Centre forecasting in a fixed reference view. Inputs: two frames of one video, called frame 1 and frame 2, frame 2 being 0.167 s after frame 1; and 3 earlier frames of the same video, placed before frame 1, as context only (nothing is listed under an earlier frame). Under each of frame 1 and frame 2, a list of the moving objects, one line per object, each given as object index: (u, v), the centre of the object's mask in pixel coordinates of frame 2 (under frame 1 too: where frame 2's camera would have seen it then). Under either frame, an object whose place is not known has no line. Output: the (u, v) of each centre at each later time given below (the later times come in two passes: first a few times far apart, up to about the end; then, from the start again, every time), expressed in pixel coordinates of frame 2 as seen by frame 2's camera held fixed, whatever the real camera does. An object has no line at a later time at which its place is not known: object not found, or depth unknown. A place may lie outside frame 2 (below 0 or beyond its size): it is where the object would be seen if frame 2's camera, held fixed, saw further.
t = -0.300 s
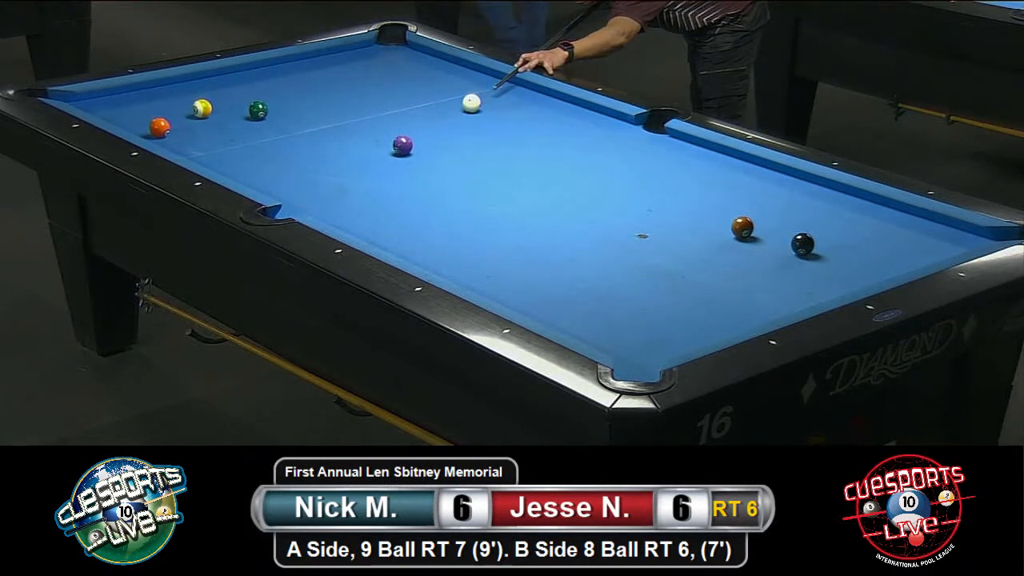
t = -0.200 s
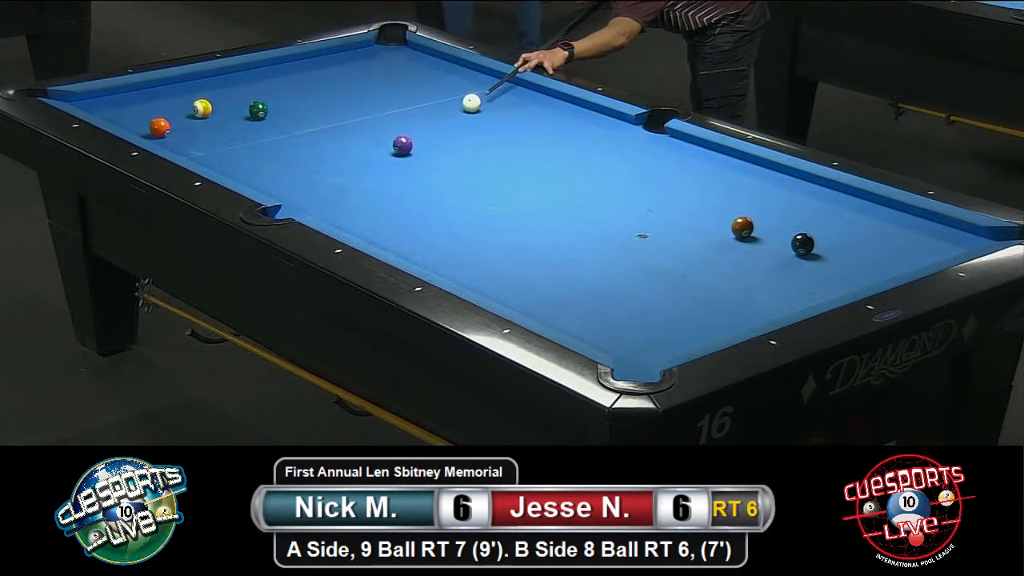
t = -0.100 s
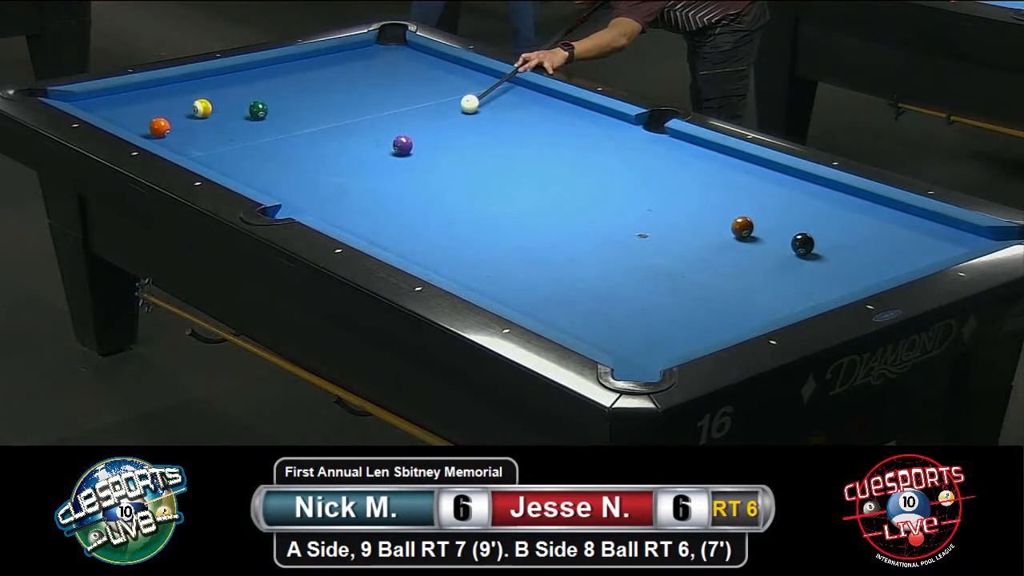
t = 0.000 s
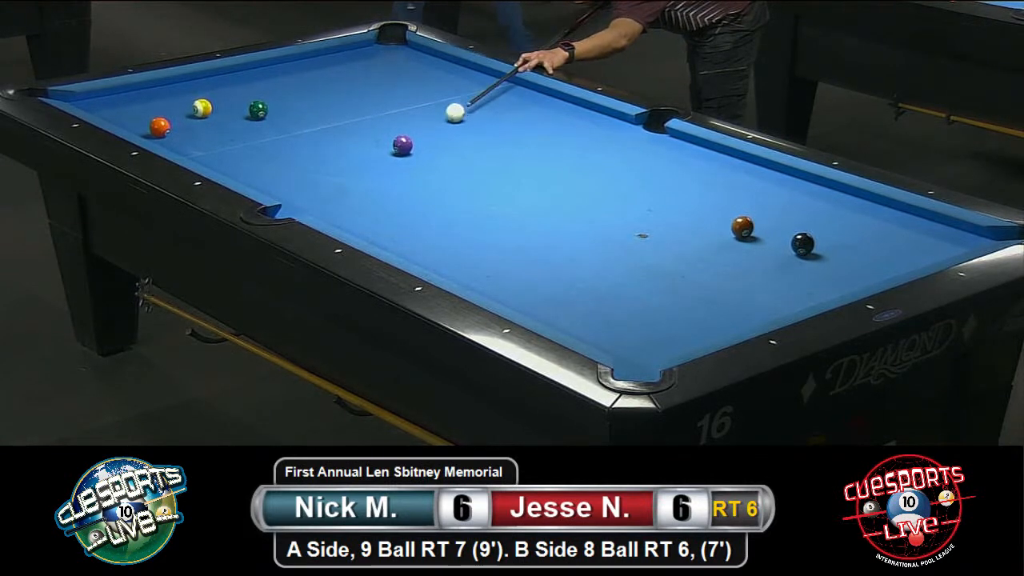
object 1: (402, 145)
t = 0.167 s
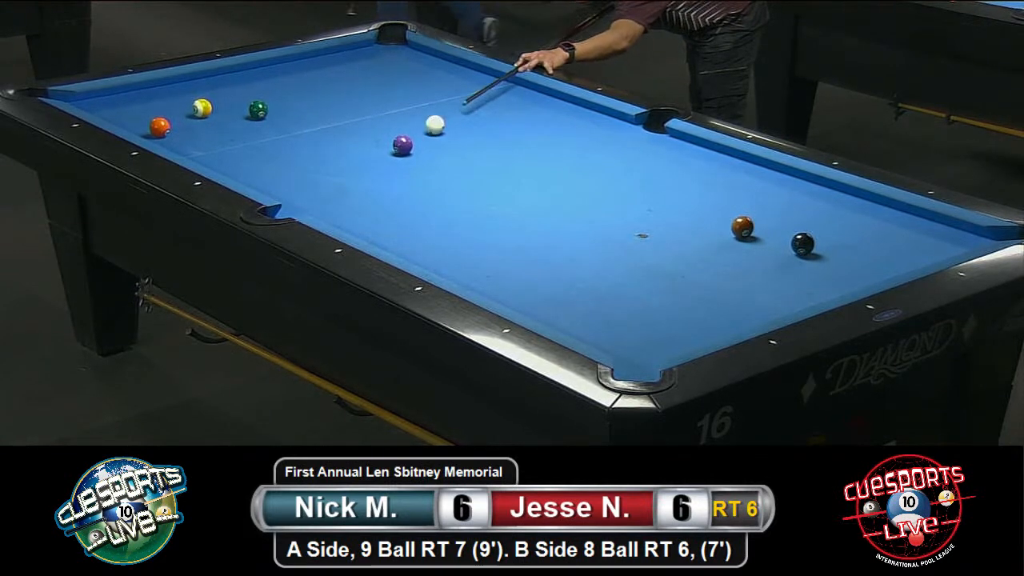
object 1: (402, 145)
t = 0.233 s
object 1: (402, 145)
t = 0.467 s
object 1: (392, 152)
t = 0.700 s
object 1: (375, 163)
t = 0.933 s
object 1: (357, 173)
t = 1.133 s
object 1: (342, 183)
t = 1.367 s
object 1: (326, 193)
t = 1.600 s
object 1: (309, 204)
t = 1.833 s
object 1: (293, 211)
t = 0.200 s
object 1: (402, 145)
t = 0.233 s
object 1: (402, 145)
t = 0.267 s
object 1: (402, 144)
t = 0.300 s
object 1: (402, 145)
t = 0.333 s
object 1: (402, 145)
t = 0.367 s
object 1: (401, 145)
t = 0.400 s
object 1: (398, 148)
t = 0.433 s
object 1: (394, 150)
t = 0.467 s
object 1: (392, 152)
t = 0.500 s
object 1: (389, 153)
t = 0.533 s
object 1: (387, 155)
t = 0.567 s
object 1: (385, 156)
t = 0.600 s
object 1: (382, 158)
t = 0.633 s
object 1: (380, 159)
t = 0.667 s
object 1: (377, 161)
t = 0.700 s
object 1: (375, 163)
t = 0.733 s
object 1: (372, 164)
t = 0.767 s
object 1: (370, 166)
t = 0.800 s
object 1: (367, 167)
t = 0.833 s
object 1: (365, 169)
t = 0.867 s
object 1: (362, 170)
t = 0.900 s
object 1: (360, 171)
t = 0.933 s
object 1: (357, 173)
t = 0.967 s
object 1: (355, 175)
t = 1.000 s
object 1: (353, 176)
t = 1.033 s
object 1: (350, 178)
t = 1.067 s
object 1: (348, 179)
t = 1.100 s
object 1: (345, 181)
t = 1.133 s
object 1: (342, 183)
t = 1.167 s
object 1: (340, 184)
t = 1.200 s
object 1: (338, 186)
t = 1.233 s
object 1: (335, 187)
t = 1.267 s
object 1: (333, 189)
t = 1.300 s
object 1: (331, 190)
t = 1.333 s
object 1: (328, 192)
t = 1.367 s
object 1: (326, 193)
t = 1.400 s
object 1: (324, 195)
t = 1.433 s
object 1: (321, 197)
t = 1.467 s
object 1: (319, 198)
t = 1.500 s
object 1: (316, 200)
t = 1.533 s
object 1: (314, 202)
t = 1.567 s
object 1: (312, 203)
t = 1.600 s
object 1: (309, 204)
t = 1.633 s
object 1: (307, 205)
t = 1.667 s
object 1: (305, 206)
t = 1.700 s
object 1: (302, 207)
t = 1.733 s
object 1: (300, 208)
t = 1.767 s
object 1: (298, 209)
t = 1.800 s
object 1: (295, 210)
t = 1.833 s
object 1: (293, 211)
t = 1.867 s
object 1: (290, 213)
